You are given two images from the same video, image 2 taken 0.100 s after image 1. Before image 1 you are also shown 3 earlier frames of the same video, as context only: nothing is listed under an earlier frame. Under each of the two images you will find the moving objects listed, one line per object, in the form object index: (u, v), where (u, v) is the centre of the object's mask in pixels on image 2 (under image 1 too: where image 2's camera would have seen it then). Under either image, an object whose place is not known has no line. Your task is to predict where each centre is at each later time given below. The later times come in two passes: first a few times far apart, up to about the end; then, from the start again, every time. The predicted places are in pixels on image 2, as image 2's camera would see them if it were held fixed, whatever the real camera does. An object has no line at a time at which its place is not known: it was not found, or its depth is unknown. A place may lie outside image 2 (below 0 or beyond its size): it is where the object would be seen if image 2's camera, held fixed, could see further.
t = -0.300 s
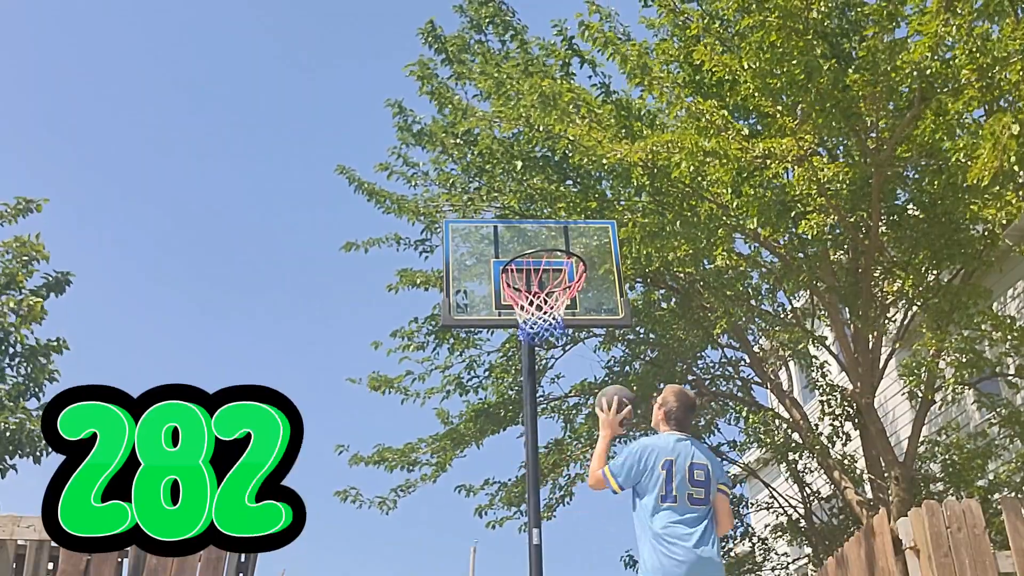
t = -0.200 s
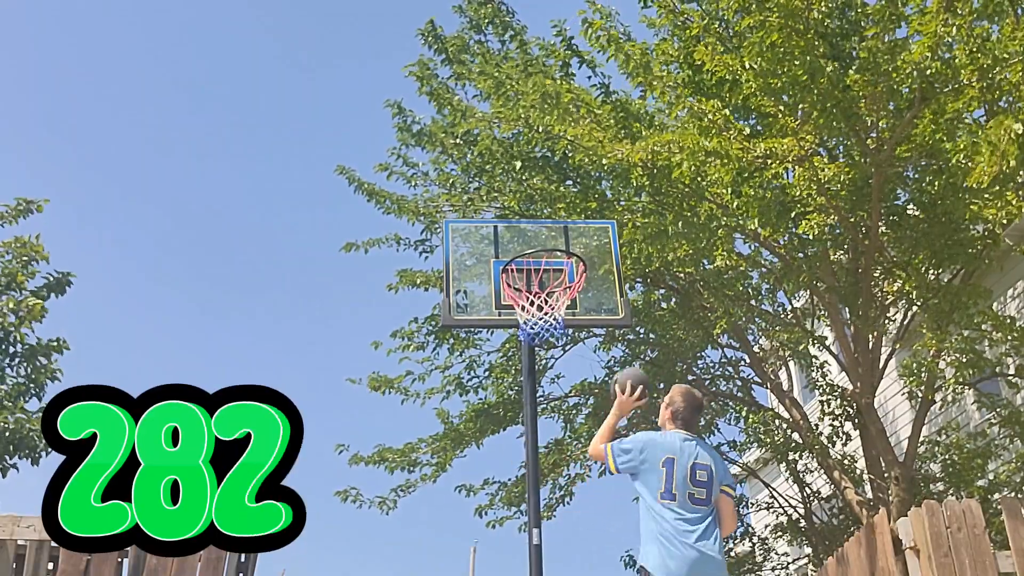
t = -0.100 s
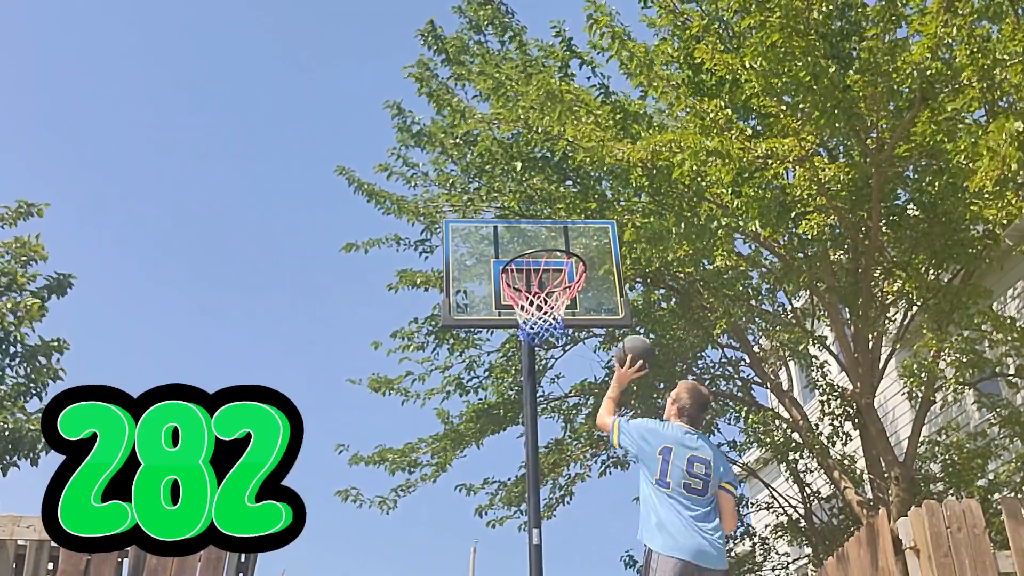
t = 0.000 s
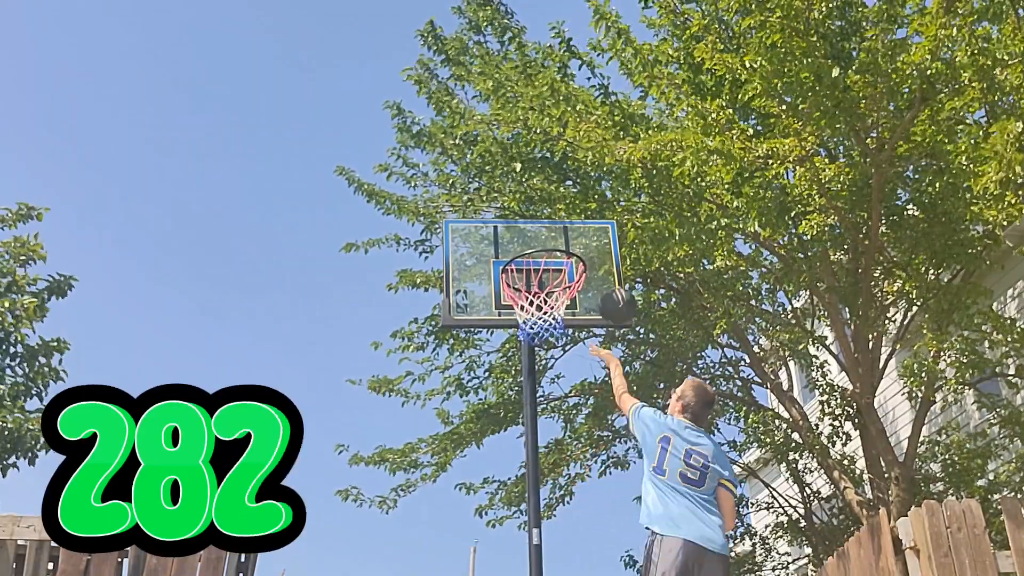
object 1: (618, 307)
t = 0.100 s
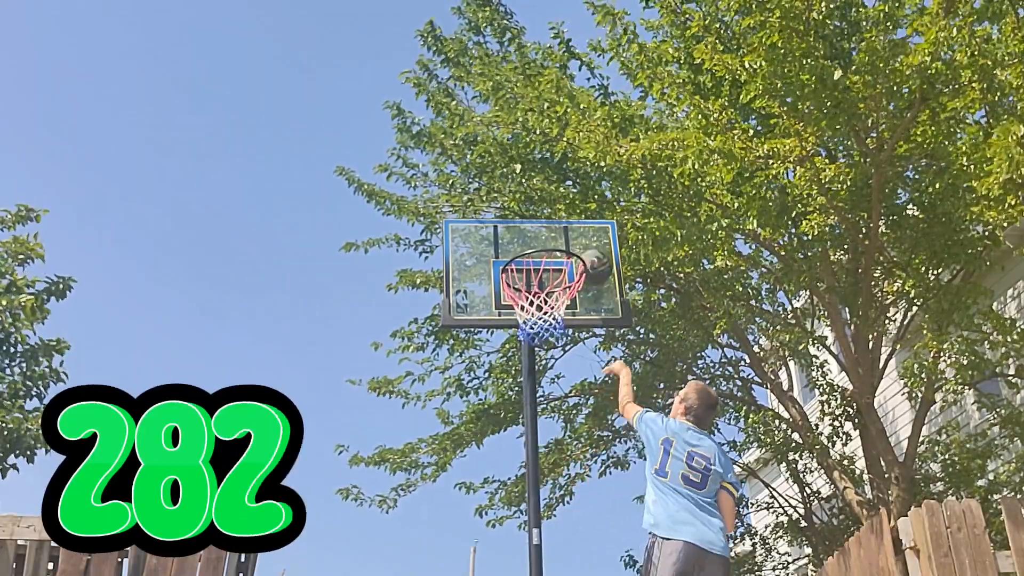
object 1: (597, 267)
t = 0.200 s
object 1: (579, 246)
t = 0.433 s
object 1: (548, 252)
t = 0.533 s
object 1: (534, 275)
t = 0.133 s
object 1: (590, 257)
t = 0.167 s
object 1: (583, 250)
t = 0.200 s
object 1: (579, 246)
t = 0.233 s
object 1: (573, 243)
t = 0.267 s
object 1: (570, 241)
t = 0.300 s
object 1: (565, 240)
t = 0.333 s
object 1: (561, 241)
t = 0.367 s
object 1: (557, 243)
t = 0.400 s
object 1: (553, 247)
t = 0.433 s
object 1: (548, 252)
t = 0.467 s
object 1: (546, 257)
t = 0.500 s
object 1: (541, 264)
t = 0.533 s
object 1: (534, 275)
